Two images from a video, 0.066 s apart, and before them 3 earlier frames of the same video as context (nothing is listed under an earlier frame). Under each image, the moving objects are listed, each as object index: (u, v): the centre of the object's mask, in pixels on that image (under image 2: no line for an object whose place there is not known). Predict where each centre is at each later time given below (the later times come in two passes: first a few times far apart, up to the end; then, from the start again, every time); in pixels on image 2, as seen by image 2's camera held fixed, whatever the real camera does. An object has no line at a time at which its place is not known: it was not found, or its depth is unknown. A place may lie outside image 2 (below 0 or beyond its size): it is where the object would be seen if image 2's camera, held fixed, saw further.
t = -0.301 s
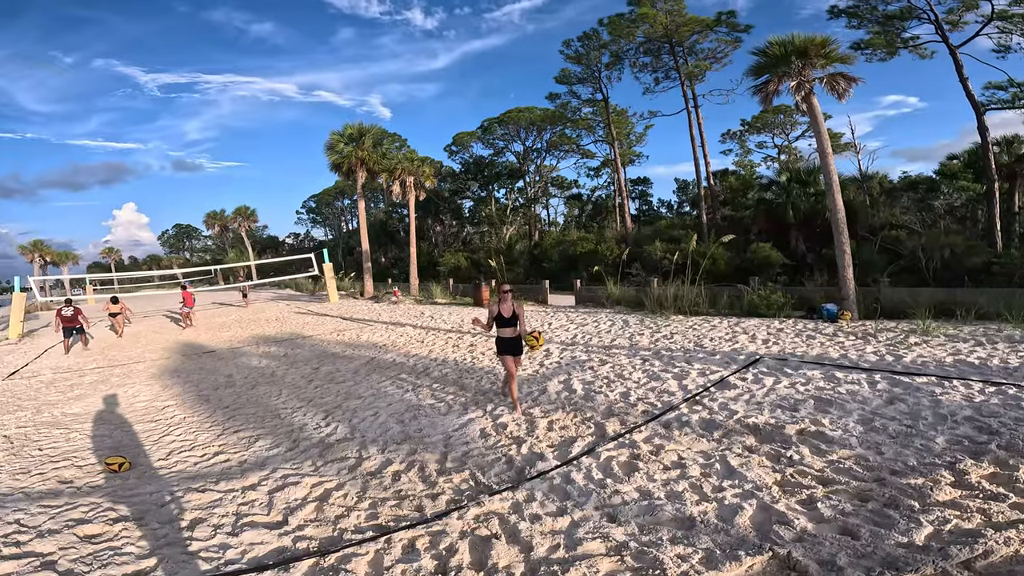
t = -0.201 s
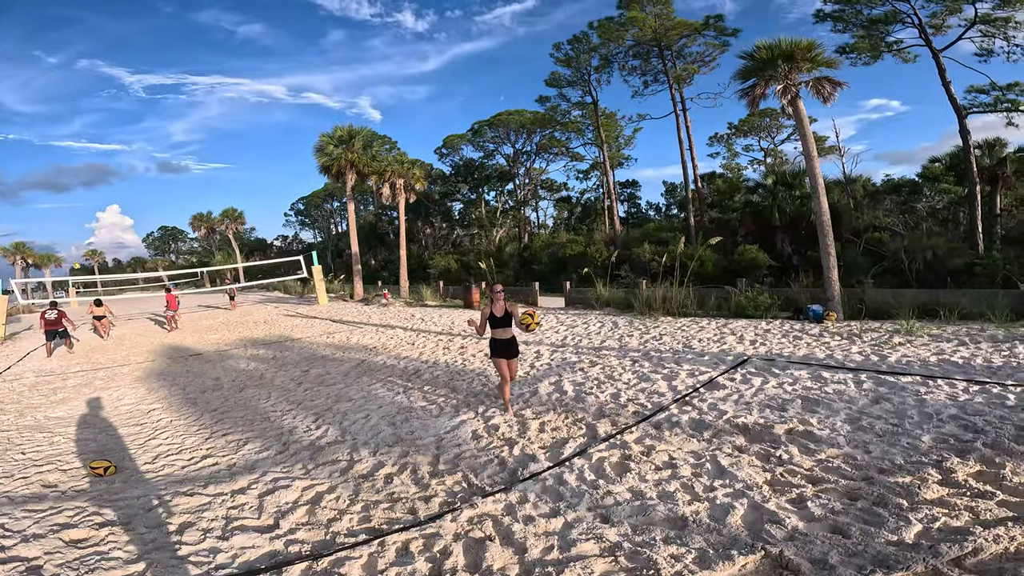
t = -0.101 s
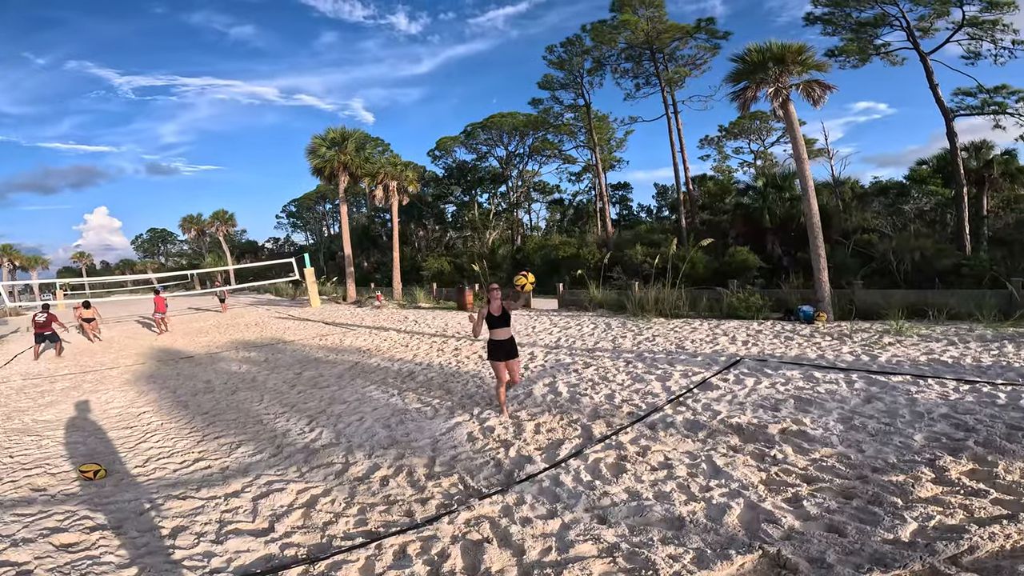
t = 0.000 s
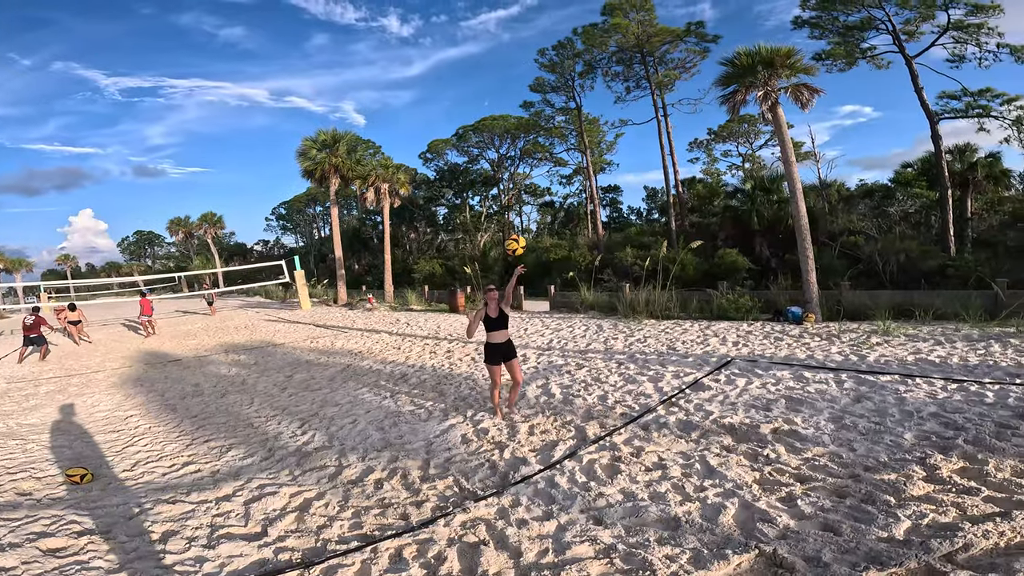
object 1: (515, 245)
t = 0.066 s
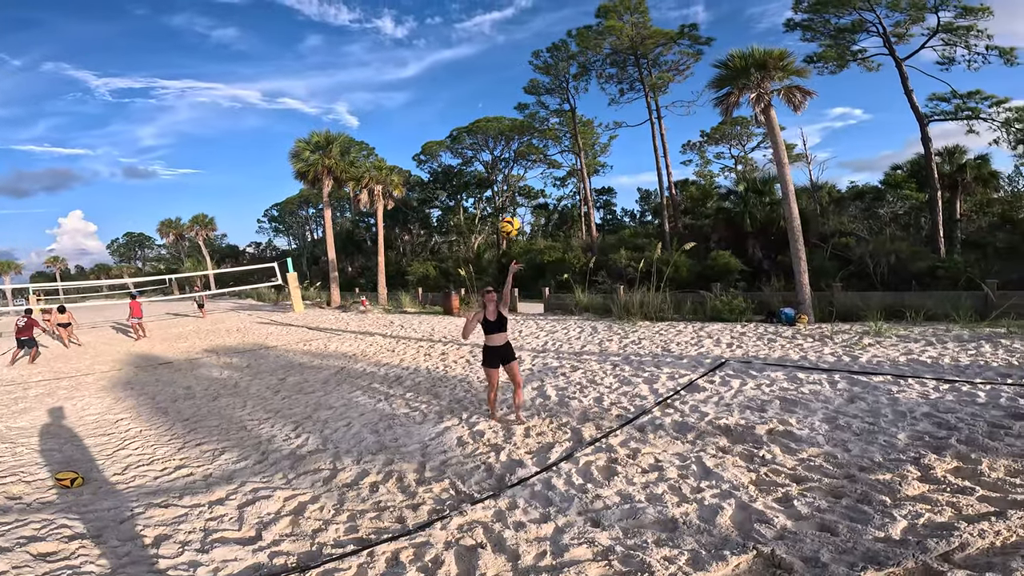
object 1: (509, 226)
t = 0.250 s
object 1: (515, 188)
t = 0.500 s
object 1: (526, 189)
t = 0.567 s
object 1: (529, 201)
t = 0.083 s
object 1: (510, 220)
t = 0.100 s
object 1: (511, 216)
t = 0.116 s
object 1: (511, 211)
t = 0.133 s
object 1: (511, 208)
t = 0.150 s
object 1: (512, 204)
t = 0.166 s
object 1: (512, 201)
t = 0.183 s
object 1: (513, 198)
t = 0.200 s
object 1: (513, 195)
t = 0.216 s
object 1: (514, 192)
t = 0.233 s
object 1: (515, 190)
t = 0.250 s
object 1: (515, 188)
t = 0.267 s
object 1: (516, 185)
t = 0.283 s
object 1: (516, 183)
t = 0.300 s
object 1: (517, 182)
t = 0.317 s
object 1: (517, 181)
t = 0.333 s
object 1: (518, 181)
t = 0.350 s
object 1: (518, 181)
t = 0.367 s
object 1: (519, 181)
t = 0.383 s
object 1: (519, 181)
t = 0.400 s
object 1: (520, 181)
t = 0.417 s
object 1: (521, 181)
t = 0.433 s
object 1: (522, 182)
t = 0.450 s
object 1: (523, 183)
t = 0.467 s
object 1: (524, 185)
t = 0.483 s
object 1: (525, 187)
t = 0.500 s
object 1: (526, 189)
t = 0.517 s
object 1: (526, 192)
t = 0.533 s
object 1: (527, 194)
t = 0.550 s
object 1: (529, 197)
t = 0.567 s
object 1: (529, 201)
